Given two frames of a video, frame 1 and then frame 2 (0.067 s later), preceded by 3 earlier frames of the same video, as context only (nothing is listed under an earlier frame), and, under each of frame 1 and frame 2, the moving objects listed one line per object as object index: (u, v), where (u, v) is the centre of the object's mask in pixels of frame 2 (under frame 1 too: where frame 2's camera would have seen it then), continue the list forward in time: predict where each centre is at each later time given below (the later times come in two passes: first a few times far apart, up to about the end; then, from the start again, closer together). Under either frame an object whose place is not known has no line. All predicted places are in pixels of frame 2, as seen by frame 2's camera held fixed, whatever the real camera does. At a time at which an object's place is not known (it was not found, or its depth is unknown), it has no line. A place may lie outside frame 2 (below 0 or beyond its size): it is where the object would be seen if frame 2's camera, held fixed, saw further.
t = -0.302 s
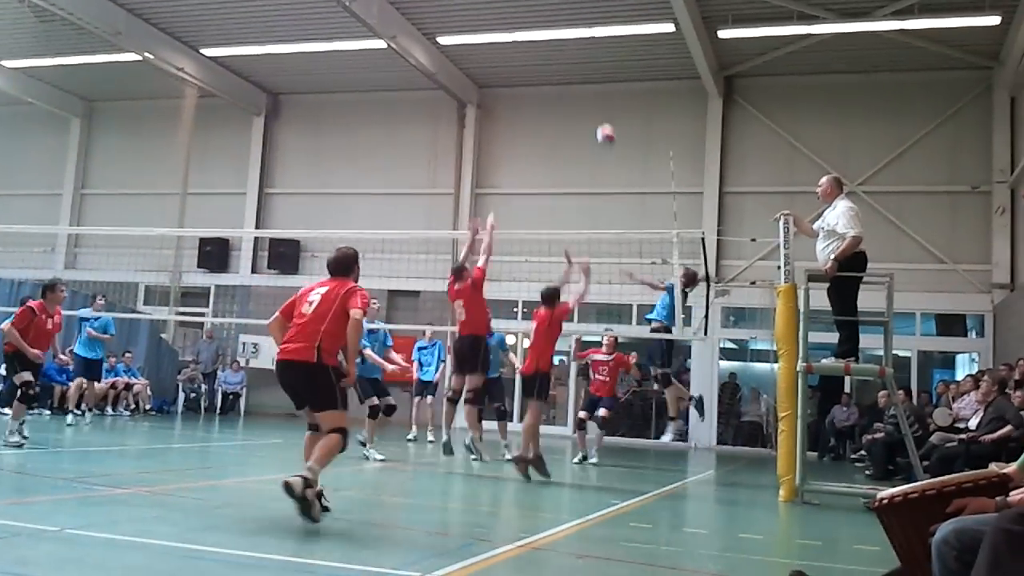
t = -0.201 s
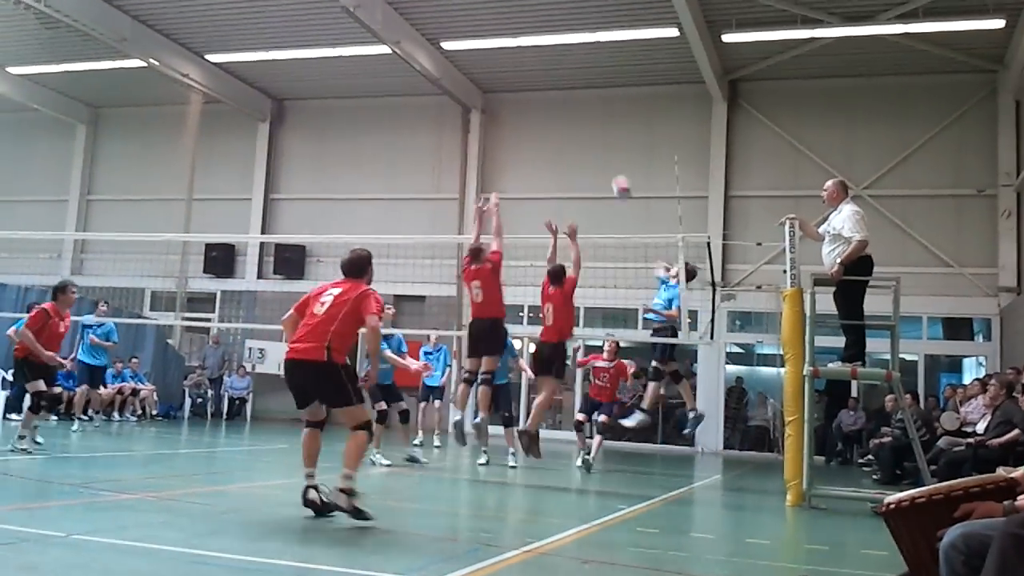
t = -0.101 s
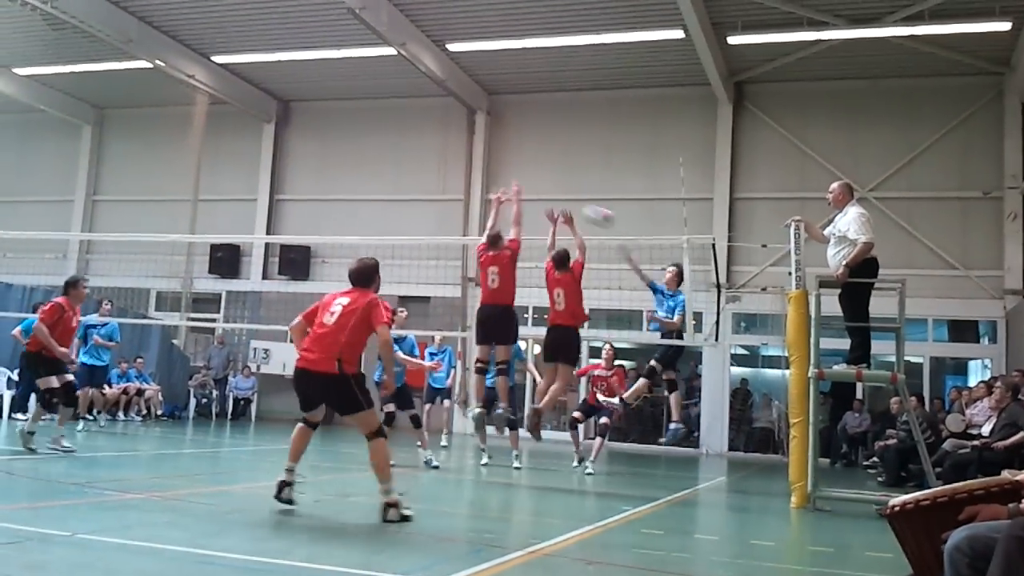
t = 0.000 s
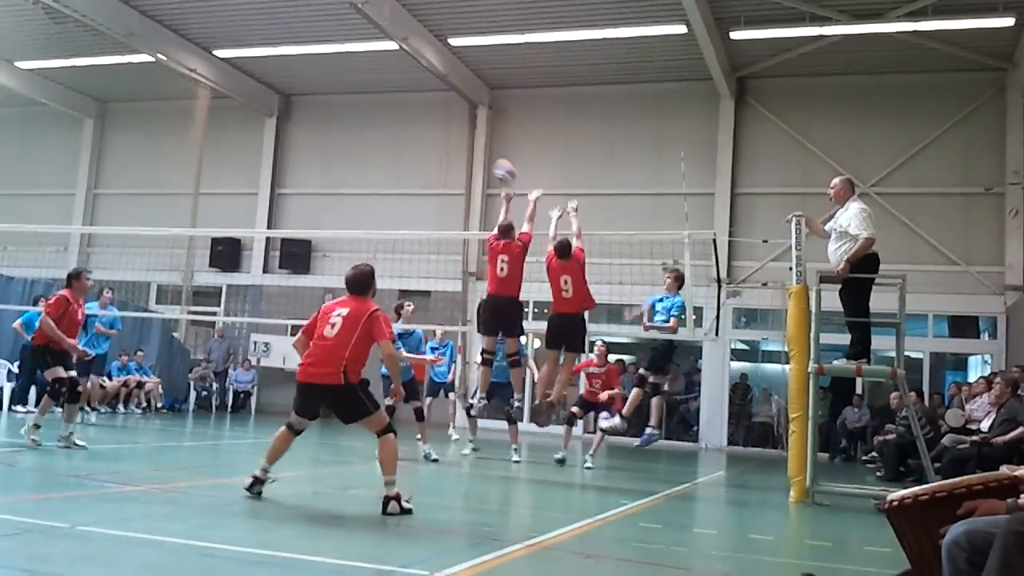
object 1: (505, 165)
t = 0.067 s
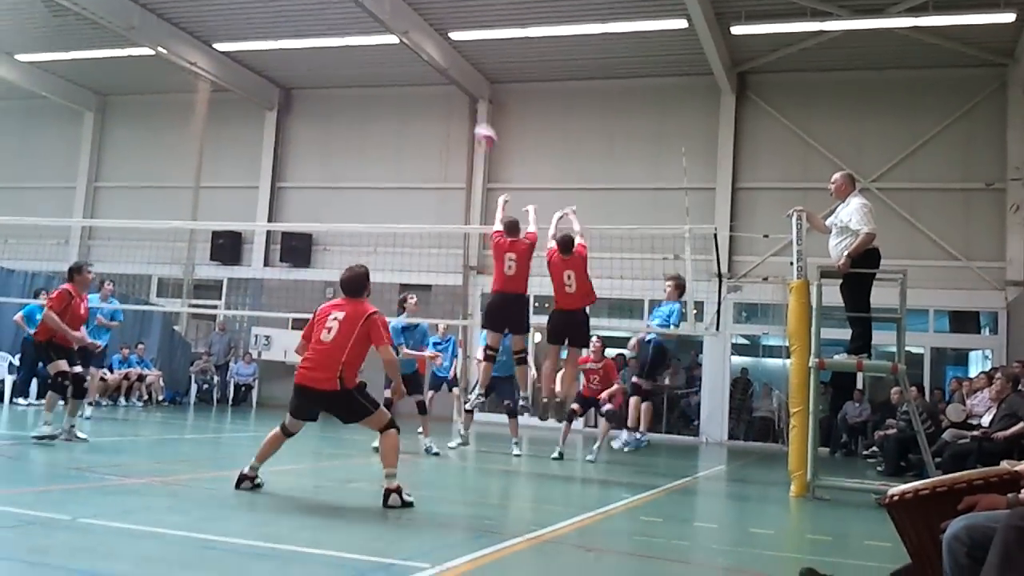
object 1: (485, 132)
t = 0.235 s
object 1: (432, 74)
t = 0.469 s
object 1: (349, 32)
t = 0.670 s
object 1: (270, 39)
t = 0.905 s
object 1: (165, 106)
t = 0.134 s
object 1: (464, 106)
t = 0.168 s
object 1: (453, 94)
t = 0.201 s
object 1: (444, 85)
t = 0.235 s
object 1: (432, 74)
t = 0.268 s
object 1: (422, 65)
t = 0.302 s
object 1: (410, 58)
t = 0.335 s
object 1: (399, 51)
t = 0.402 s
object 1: (373, 39)
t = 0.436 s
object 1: (361, 36)
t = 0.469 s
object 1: (349, 32)
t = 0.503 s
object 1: (337, 31)
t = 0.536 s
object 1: (322, 32)
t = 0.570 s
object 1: (310, 32)
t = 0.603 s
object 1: (297, 33)
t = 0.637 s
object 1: (283, 36)
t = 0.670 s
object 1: (270, 39)
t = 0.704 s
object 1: (257, 46)
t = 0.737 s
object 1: (242, 56)
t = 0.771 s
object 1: (227, 58)
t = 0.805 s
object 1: (211, 72)
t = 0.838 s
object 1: (196, 80)
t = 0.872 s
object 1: (181, 95)
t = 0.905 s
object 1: (165, 106)
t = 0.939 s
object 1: (149, 122)
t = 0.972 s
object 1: (133, 139)
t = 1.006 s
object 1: (116, 158)
